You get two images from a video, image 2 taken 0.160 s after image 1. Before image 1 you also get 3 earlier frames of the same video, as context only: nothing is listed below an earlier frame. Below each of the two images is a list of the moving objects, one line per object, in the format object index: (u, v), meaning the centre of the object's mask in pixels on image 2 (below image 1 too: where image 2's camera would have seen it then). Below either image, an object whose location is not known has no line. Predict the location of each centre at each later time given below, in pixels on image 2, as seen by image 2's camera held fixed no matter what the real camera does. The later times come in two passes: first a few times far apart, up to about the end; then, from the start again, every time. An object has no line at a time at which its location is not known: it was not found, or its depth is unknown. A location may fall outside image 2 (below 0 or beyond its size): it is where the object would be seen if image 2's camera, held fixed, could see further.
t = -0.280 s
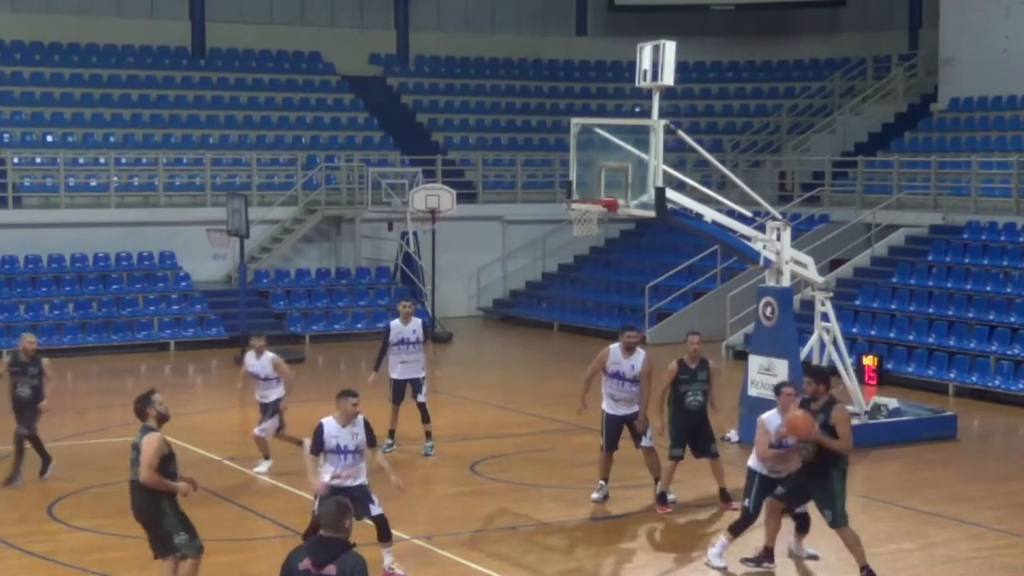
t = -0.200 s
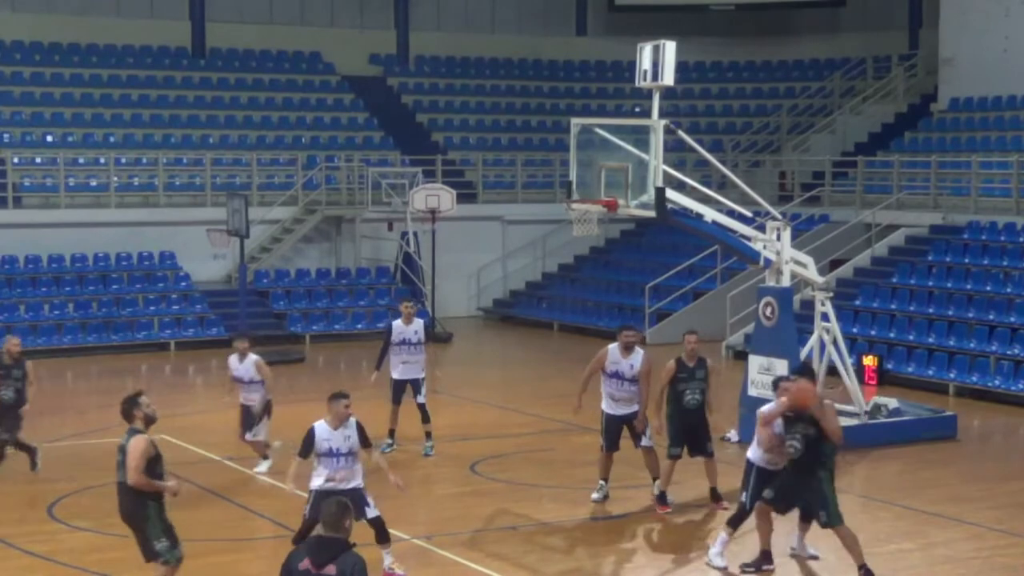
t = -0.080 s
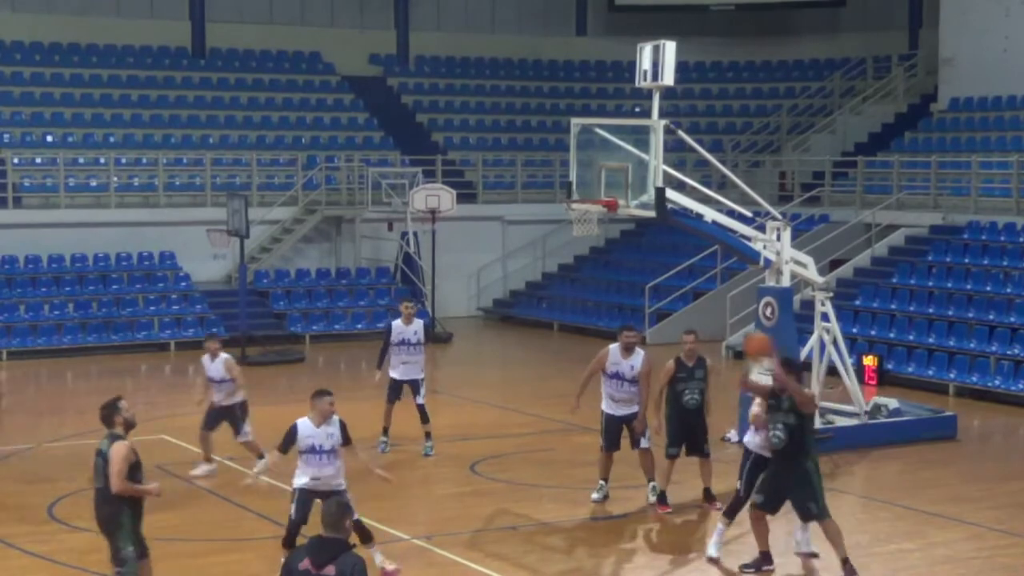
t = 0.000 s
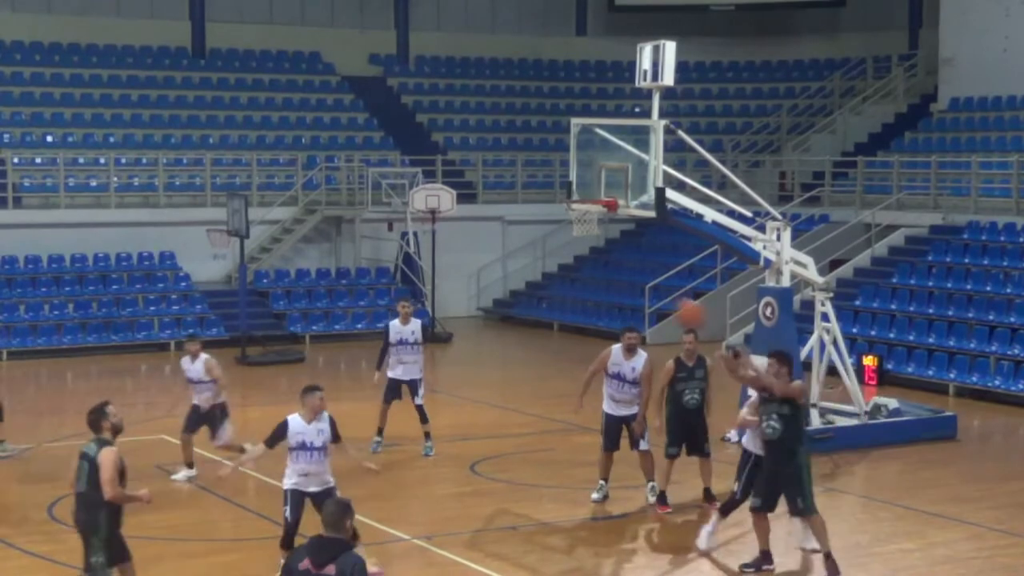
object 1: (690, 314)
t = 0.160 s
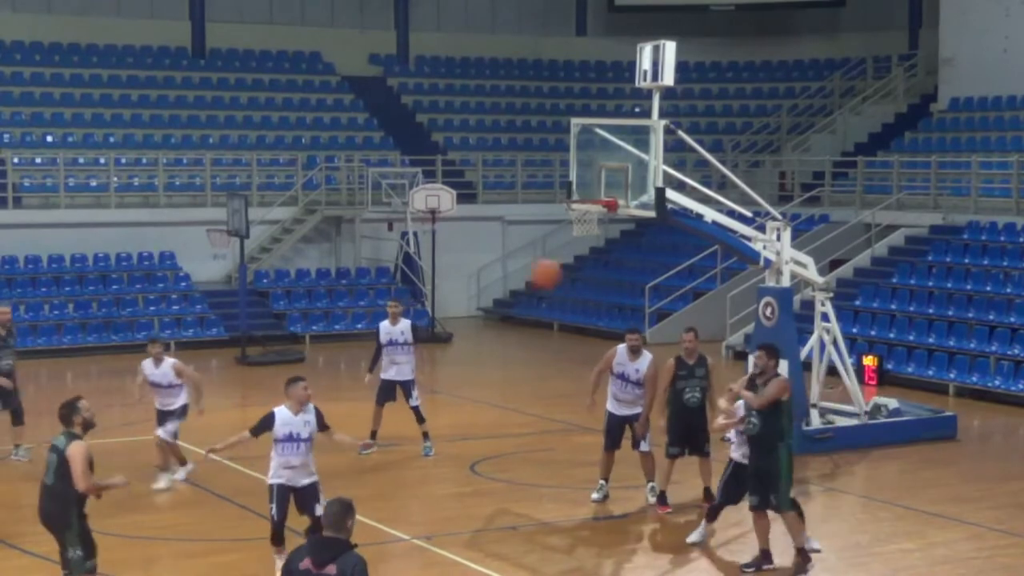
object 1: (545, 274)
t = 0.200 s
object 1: (507, 270)
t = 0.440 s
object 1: (271, 281)
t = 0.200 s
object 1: (507, 270)
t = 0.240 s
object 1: (469, 267)
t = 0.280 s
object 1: (430, 265)
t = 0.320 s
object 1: (391, 266)
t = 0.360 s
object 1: (351, 268)
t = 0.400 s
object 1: (312, 273)
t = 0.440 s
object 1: (271, 281)
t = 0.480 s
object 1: (230, 290)
